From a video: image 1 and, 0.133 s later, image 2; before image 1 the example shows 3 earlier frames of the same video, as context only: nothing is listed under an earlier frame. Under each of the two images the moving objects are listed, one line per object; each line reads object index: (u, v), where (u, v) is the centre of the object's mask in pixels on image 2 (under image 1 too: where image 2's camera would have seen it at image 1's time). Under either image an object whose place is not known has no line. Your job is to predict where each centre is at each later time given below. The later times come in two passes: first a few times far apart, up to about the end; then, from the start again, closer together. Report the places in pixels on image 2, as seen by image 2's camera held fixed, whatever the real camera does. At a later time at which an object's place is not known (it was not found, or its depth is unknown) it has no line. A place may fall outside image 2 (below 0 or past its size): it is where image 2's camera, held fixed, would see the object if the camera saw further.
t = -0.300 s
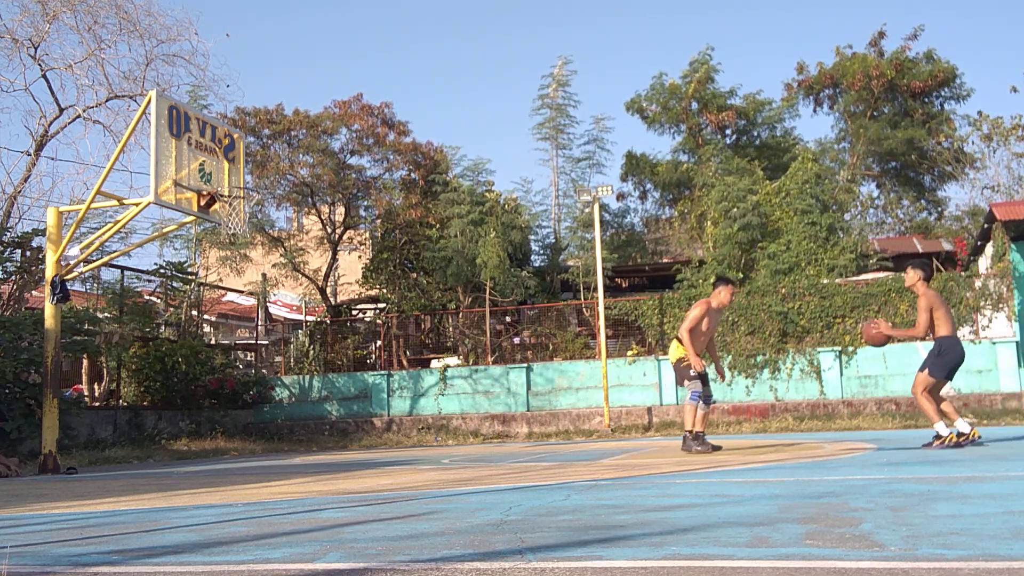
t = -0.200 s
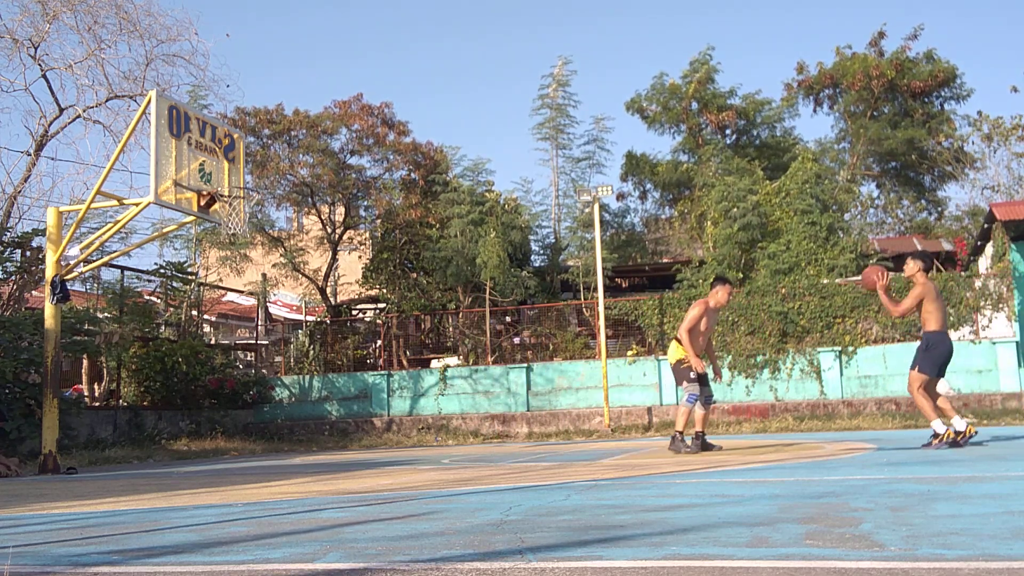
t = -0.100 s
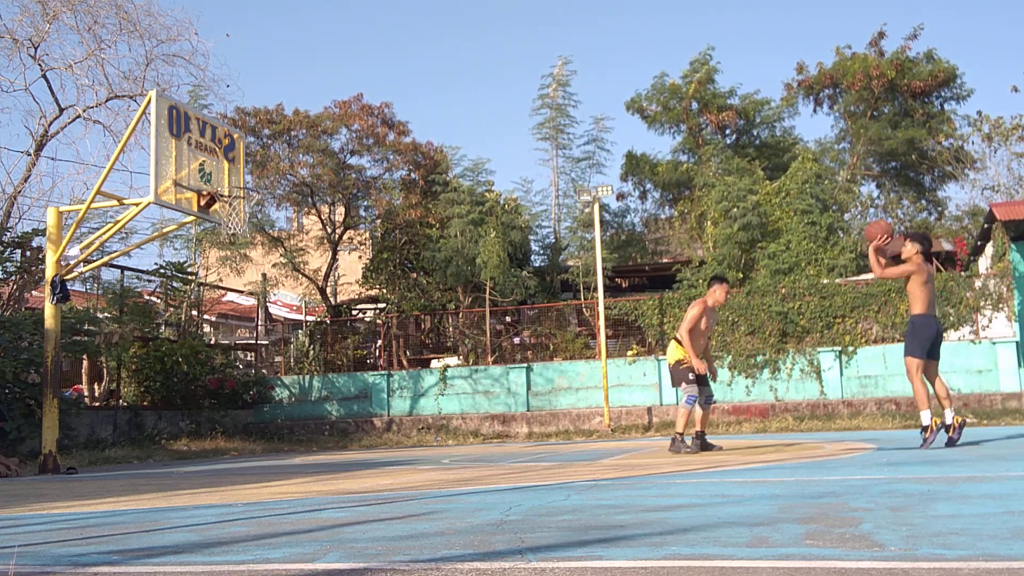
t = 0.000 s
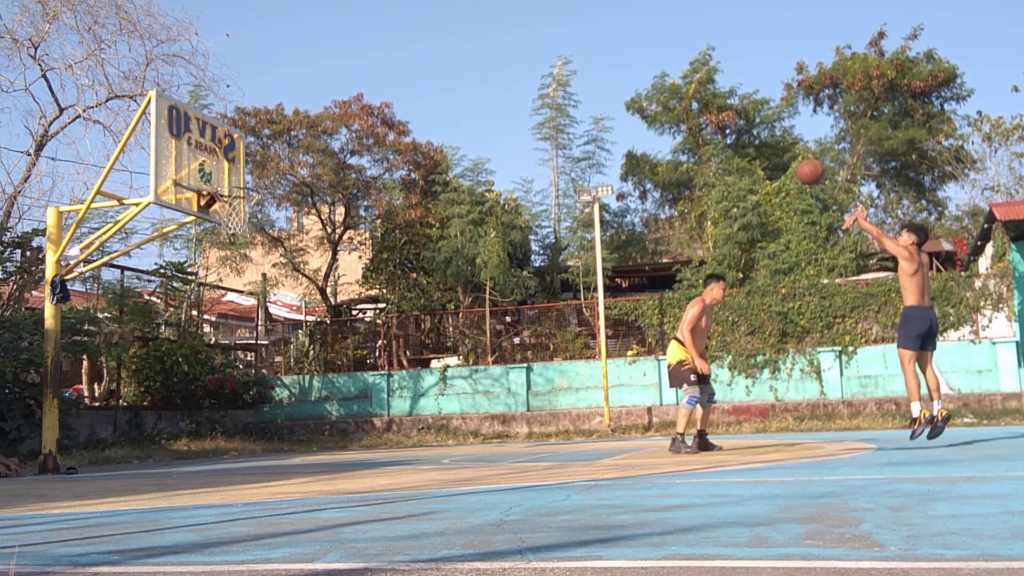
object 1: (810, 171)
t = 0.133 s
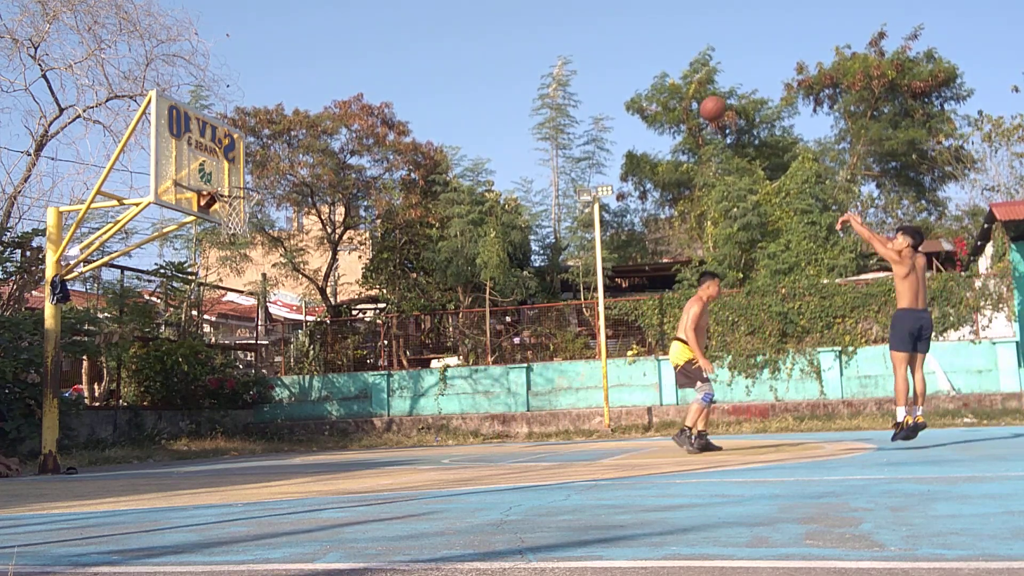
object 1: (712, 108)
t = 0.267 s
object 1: (625, 68)
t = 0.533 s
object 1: (469, 43)
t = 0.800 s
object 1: (333, 83)
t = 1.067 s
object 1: (211, 180)
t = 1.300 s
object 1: (241, 131)
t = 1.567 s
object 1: (282, 126)
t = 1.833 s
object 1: (327, 186)
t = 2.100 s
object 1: (380, 321)
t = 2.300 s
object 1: (418, 433)
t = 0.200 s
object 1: (668, 85)
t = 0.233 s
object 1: (646, 76)
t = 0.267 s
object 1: (625, 68)
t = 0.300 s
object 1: (604, 61)
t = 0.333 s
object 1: (584, 55)
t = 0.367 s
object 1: (564, 51)
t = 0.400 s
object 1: (544, 47)
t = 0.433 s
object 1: (525, 44)
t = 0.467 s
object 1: (506, 43)
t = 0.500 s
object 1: (487, 42)
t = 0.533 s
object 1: (469, 43)
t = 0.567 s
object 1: (451, 45)
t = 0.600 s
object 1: (433, 47)
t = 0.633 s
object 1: (416, 51)
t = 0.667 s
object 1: (399, 55)
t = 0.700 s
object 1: (382, 61)
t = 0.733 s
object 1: (365, 67)
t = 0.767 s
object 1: (349, 75)
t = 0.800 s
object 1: (333, 83)
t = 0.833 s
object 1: (317, 92)
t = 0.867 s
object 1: (301, 102)
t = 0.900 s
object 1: (285, 112)
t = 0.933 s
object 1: (270, 125)
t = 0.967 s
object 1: (255, 137)
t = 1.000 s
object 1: (240, 151)
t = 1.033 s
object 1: (226, 166)
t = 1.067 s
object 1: (211, 180)
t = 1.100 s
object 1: (211, 174)
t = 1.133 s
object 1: (215, 165)
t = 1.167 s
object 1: (220, 156)
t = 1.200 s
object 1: (225, 148)
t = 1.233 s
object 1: (230, 142)
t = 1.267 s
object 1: (235, 136)
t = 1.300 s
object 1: (241, 131)
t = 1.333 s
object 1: (245, 128)
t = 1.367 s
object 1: (251, 124)
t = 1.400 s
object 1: (255, 123)
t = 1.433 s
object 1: (261, 121)
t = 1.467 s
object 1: (266, 121)
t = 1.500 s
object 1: (272, 122)
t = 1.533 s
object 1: (277, 124)
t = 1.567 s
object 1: (282, 126)
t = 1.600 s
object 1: (288, 130)
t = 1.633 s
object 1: (294, 135)
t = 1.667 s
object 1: (299, 141)
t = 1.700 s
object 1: (305, 148)
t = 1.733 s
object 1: (310, 157)
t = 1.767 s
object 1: (317, 165)
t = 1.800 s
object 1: (321, 175)
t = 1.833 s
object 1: (327, 186)
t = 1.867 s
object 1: (334, 199)
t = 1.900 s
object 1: (339, 212)
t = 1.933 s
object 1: (347, 228)
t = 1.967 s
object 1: (353, 244)
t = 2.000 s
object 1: (360, 261)
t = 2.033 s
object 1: (367, 280)
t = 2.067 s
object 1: (374, 299)
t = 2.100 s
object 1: (380, 321)
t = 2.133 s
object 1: (387, 344)
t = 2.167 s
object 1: (396, 369)
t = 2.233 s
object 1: (411, 423)
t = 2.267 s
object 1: (419, 451)
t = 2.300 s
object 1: (418, 433)
